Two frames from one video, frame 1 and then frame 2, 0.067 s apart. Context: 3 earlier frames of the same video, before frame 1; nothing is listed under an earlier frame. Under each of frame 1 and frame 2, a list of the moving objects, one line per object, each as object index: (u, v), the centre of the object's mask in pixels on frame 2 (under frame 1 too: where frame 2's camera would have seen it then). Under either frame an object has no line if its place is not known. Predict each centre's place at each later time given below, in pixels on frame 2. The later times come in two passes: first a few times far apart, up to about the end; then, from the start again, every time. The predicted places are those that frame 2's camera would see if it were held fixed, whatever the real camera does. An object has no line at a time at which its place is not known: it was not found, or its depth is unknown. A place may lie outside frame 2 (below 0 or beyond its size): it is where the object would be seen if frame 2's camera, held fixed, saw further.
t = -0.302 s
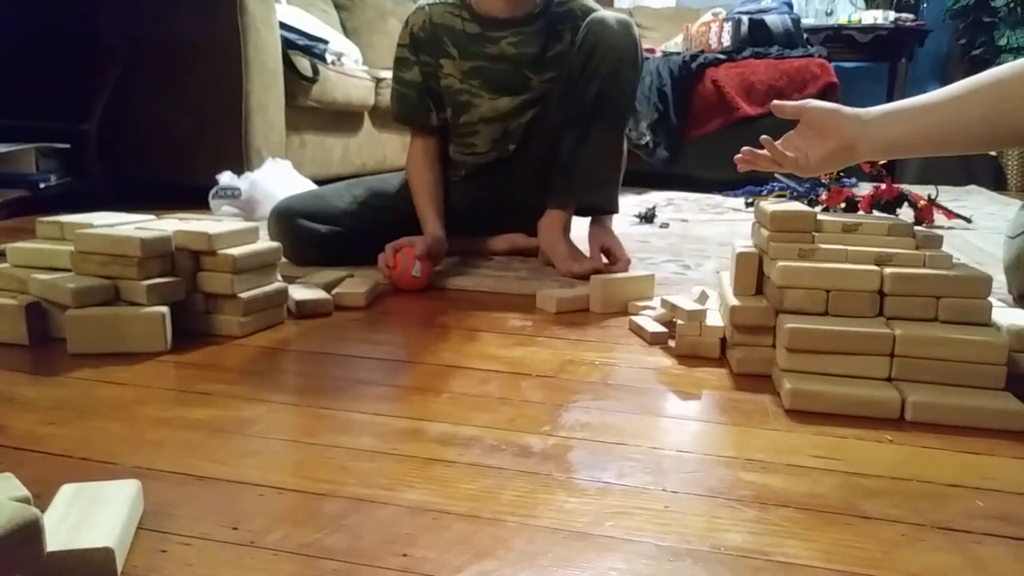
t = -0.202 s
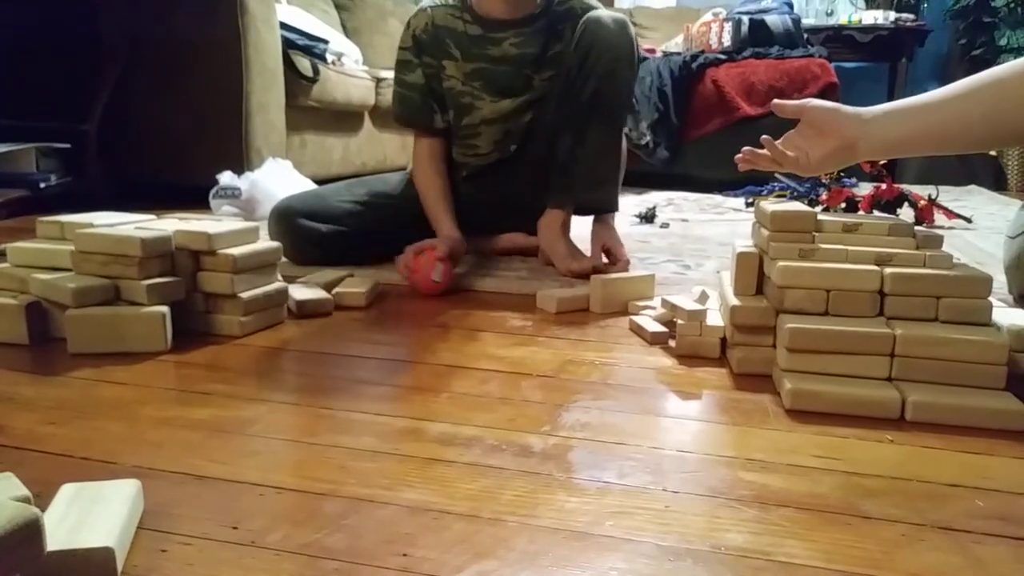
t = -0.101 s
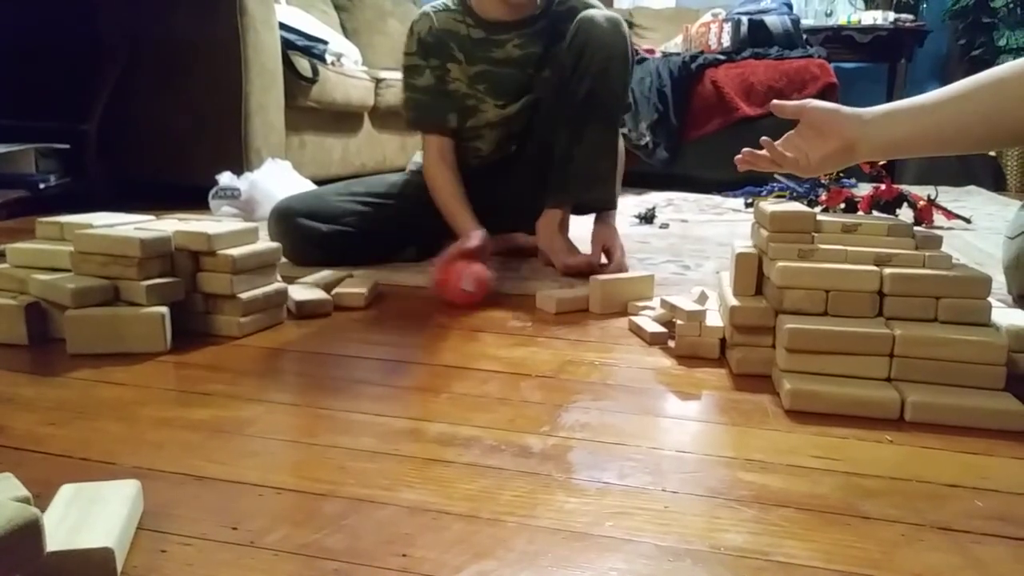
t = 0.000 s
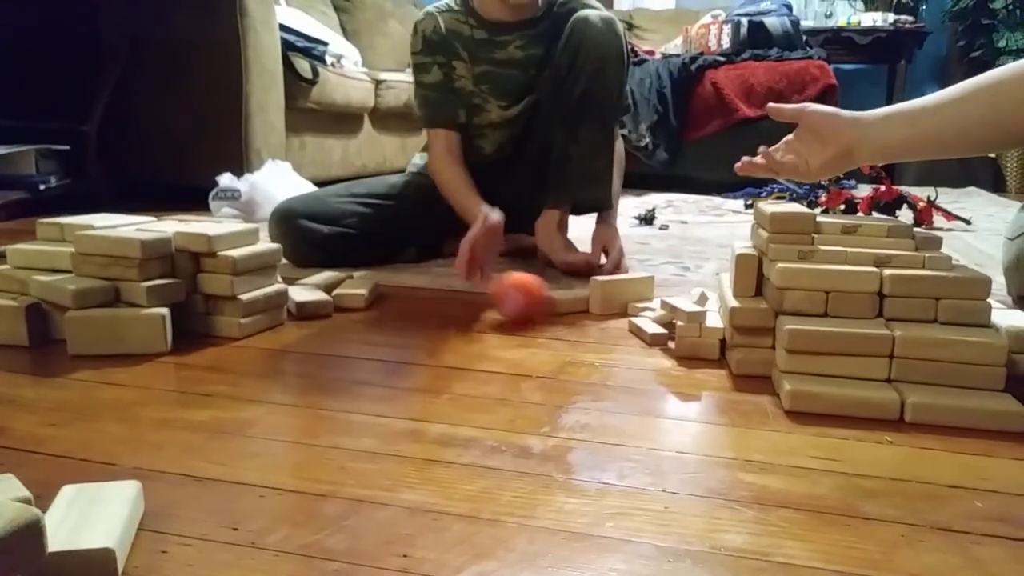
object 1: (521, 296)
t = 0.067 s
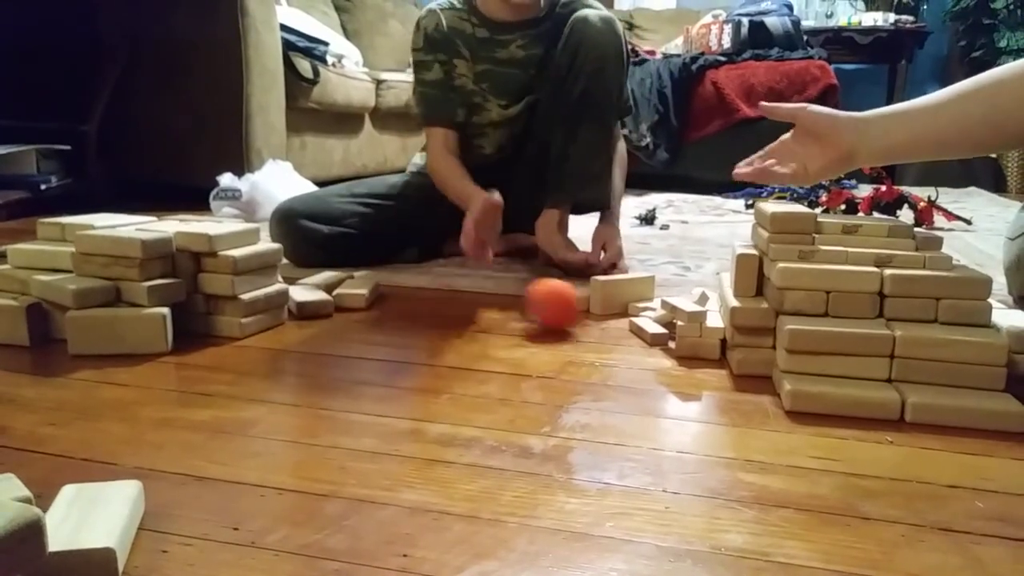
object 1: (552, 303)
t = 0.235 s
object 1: (632, 324)
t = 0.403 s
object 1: (701, 350)
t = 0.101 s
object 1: (567, 308)
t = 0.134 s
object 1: (584, 312)
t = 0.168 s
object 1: (600, 316)
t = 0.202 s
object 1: (615, 321)
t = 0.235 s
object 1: (632, 324)
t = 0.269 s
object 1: (652, 330)
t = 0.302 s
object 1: (668, 337)
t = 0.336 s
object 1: (678, 341)
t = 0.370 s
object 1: (689, 345)
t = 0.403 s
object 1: (701, 350)
